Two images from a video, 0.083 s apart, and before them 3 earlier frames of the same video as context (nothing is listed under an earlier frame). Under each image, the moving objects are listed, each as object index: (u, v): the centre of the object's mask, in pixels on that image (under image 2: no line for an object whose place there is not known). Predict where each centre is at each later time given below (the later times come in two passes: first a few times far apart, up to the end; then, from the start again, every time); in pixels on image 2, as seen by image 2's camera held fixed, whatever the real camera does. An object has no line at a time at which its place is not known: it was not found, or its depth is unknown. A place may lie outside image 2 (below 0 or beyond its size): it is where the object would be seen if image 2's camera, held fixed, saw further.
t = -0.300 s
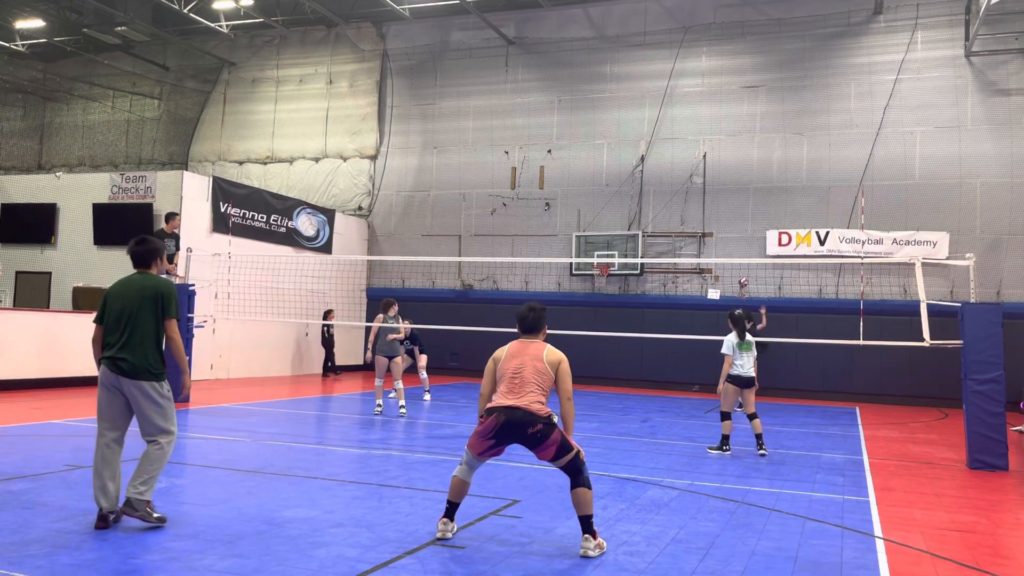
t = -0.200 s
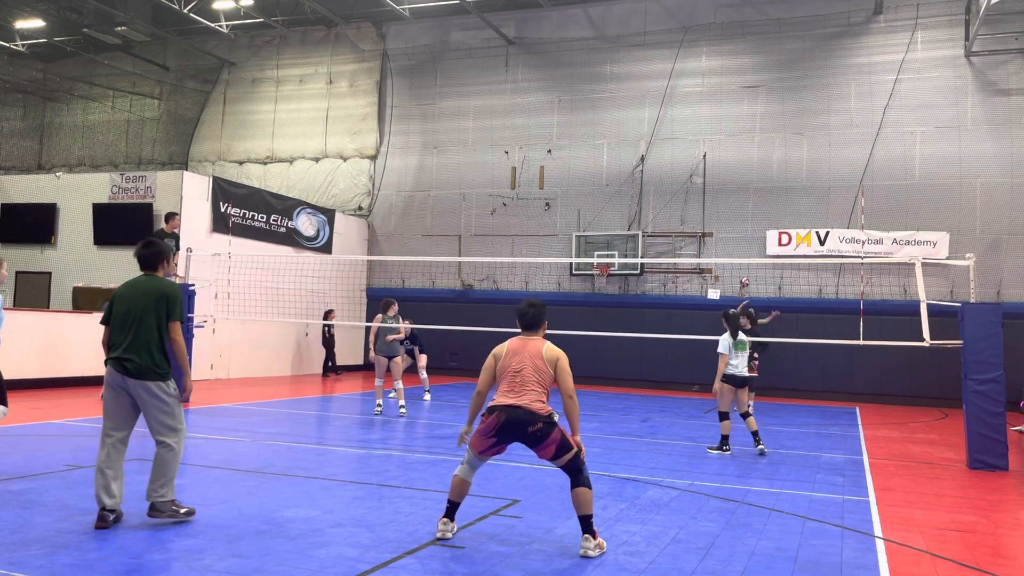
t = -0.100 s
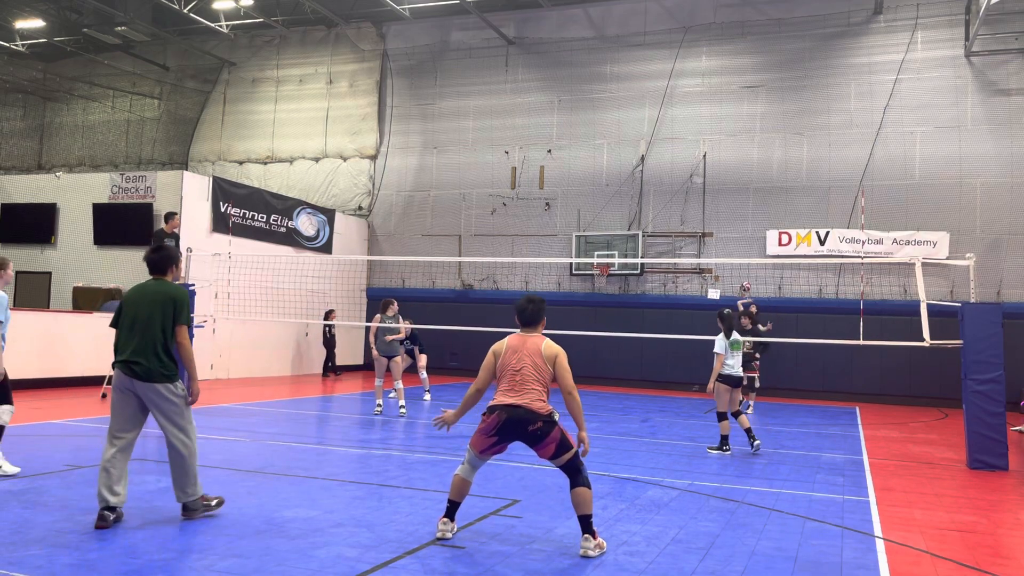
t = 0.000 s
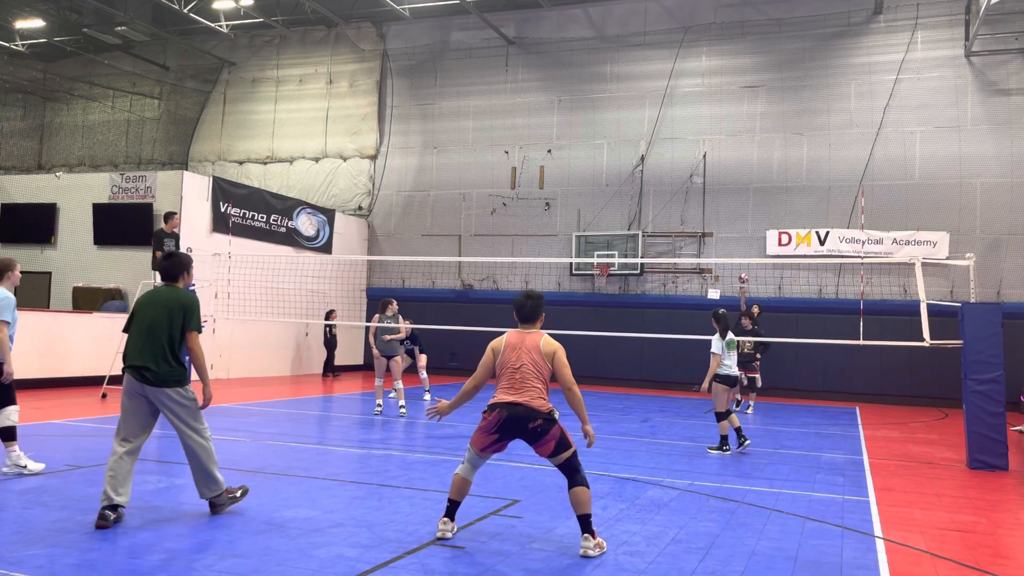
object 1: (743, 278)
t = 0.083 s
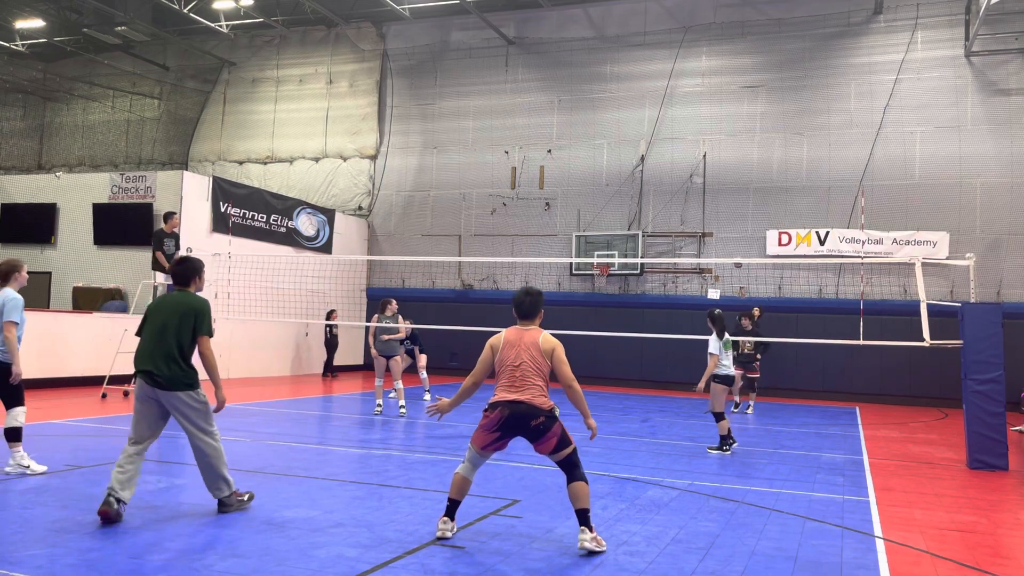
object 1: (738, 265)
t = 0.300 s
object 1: (719, 227)
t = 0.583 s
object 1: (689, 205)
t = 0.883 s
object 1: (633, 227)
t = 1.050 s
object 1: (582, 287)
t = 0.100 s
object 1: (737, 259)
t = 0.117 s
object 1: (735, 255)
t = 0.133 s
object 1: (734, 253)
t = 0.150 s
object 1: (733, 250)
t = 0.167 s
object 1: (731, 248)
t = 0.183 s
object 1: (730, 245)
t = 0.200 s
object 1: (729, 242)
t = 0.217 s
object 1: (727, 240)
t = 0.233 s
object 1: (726, 237)
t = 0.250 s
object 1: (724, 235)
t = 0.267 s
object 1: (723, 232)
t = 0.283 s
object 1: (721, 229)
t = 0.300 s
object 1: (719, 227)
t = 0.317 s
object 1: (717, 225)
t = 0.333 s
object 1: (716, 223)
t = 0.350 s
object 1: (714, 221)
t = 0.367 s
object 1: (713, 219)
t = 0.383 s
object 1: (710, 217)
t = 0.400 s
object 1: (710, 216)
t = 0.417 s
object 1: (708, 214)
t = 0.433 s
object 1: (706, 213)
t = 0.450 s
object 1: (704, 211)
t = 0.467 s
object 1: (702, 210)
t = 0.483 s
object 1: (700, 209)
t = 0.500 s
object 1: (698, 208)
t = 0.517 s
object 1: (697, 207)
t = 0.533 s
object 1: (695, 206)
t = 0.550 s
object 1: (693, 206)
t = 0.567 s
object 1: (691, 205)
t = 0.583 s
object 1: (689, 205)
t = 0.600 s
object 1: (686, 204)
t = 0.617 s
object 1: (684, 204)
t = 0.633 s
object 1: (681, 204)
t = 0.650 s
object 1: (679, 204)
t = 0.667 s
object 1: (676, 204)
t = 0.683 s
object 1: (673, 205)
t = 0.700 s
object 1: (670, 206)
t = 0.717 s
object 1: (668, 206)
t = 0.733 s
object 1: (665, 207)
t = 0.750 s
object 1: (661, 208)
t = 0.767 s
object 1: (658, 210)
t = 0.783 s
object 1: (655, 212)
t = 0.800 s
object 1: (652, 213)
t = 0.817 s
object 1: (649, 216)
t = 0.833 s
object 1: (645, 218)
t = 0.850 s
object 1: (641, 220)
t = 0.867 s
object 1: (638, 224)
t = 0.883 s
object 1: (633, 227)
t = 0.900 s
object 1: (629, 231)
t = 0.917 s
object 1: (624, 236)
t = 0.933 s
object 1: (620, 240)
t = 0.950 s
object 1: (616, 245)
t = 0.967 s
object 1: (610, 251)
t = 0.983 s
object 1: (605, 257)
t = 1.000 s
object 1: (600, 263)
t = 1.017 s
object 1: (594, 271)
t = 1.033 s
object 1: (588, 278)
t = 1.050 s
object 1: (582, 287)
